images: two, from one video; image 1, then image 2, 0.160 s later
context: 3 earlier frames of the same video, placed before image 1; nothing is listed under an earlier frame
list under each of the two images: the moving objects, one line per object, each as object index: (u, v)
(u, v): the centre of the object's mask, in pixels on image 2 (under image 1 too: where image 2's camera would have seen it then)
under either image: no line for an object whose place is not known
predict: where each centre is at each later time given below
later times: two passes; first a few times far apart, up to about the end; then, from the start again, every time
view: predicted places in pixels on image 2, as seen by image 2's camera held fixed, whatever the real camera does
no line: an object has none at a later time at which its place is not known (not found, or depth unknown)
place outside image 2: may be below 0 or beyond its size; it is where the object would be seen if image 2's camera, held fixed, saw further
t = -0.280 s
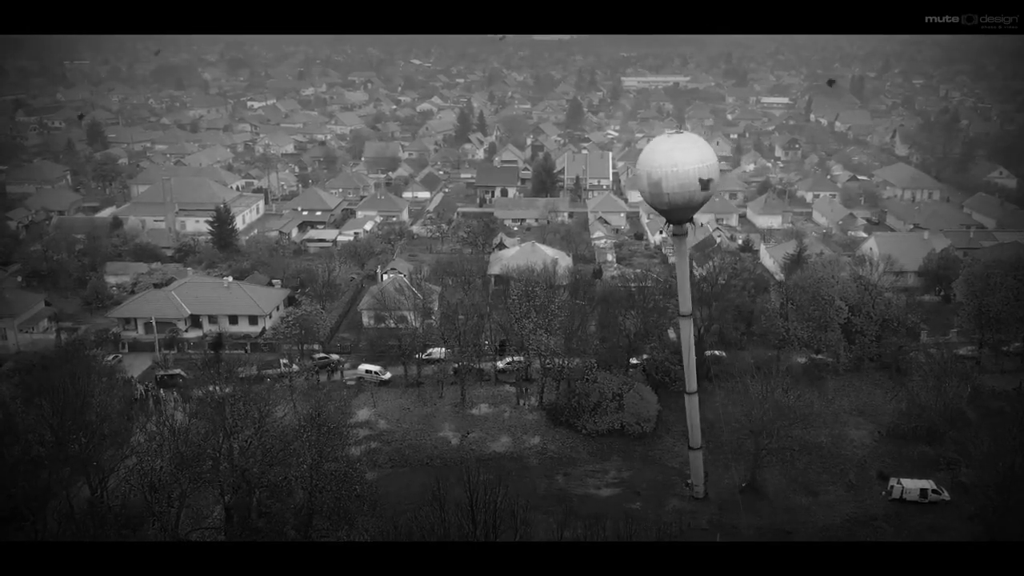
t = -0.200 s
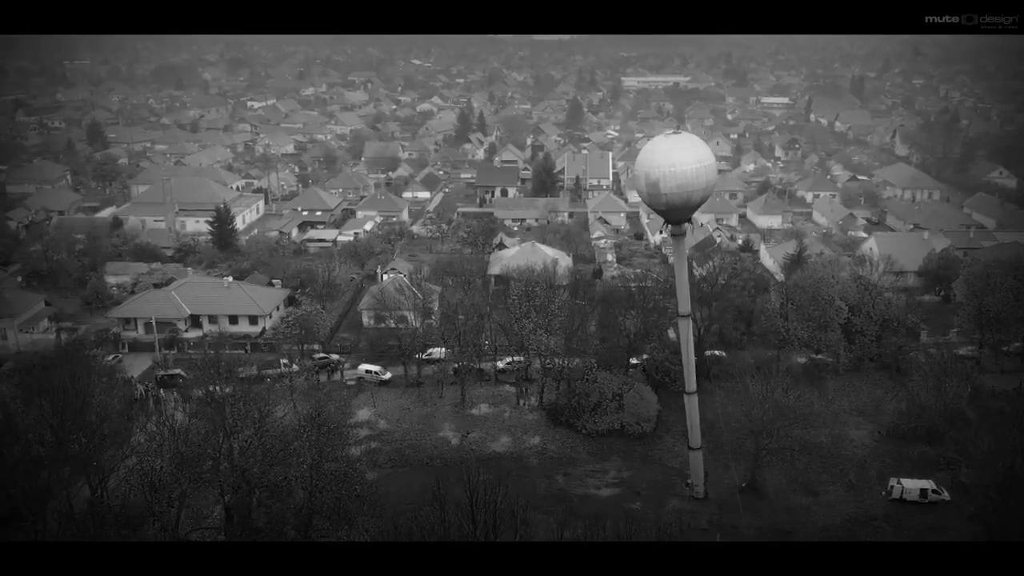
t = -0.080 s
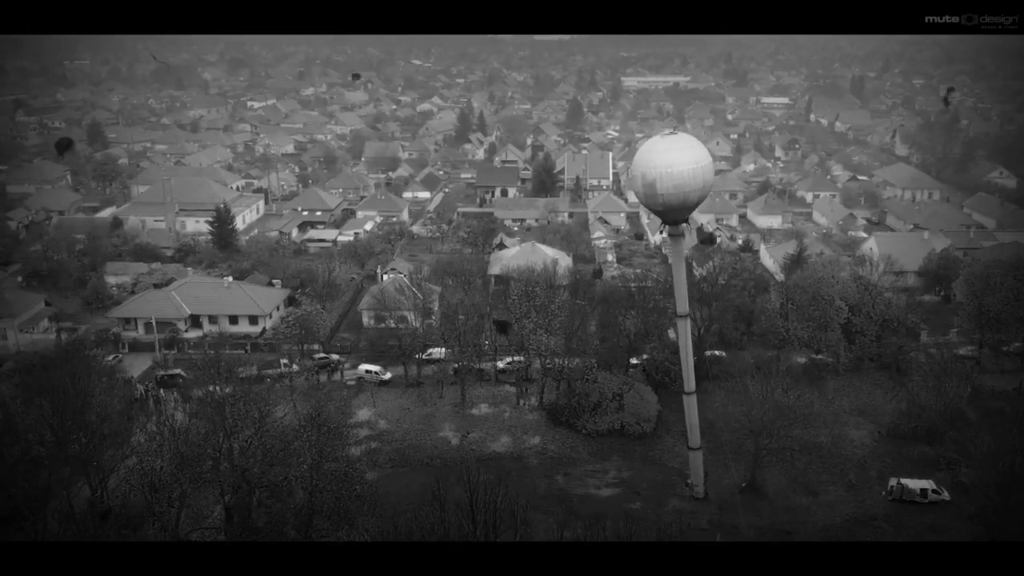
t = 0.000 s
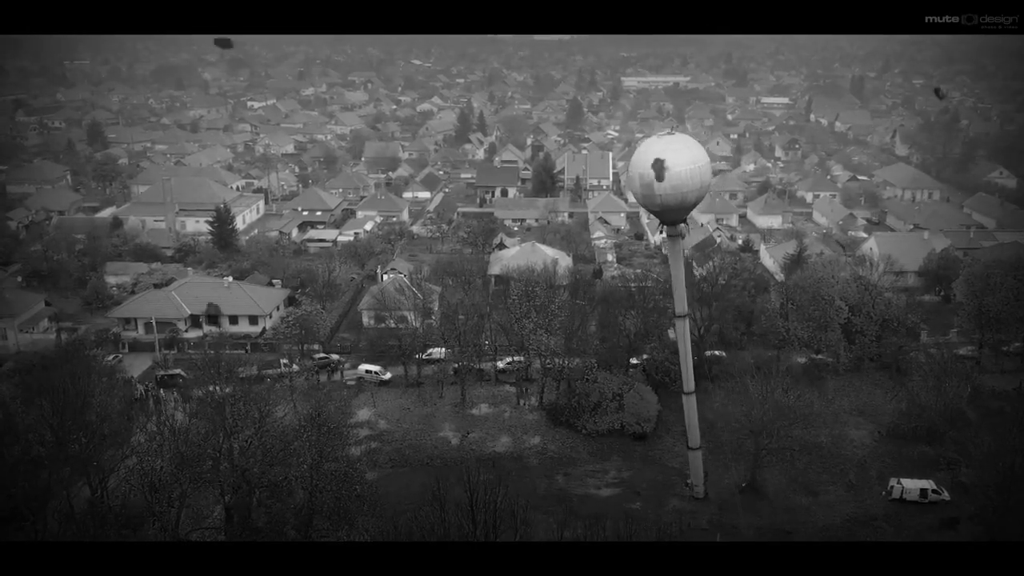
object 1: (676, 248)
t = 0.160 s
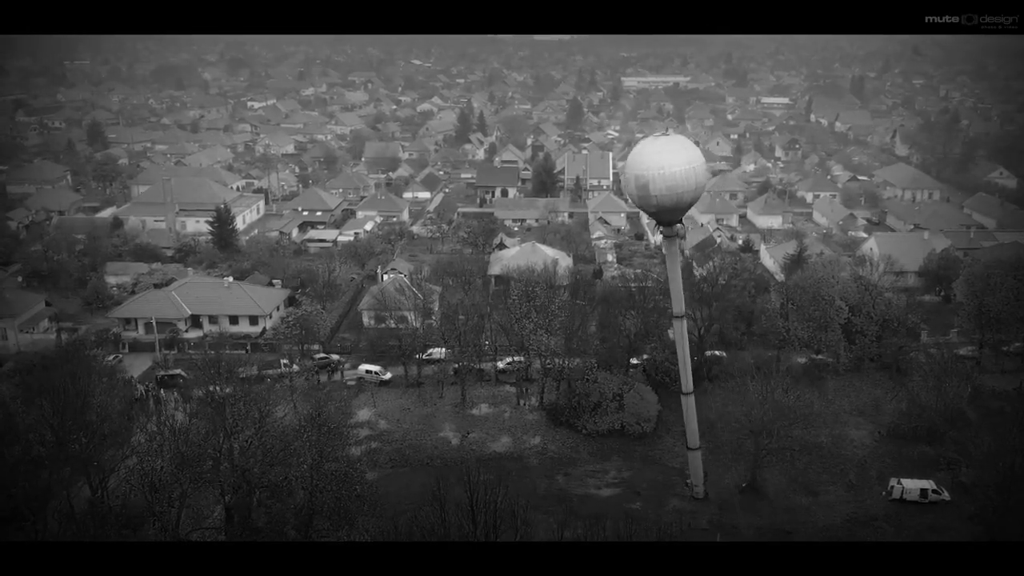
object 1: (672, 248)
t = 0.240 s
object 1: (670, 249)
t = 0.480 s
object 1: (664, 250)
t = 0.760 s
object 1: (655, 251)
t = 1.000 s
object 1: (647, 253)
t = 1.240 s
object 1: (637, 256)
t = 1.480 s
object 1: (627, 260)
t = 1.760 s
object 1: (612, 265)
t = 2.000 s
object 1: (598, 272)
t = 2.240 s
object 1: (583, 279)
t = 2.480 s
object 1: (567, 288)
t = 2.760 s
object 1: (545, 302)
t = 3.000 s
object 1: (526, 318)
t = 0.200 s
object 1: (671, 248)
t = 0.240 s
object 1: (670, 249)
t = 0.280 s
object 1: (669, 249)
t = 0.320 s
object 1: (668, 249)
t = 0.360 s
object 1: (667, 250)
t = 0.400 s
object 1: (666, 250)
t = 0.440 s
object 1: (665, 249)
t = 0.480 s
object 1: (664, 250)
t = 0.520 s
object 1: (663, 250)
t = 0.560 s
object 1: (662, 251)
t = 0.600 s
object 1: (660, 251)
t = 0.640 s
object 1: (659, 251)
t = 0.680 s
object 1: (658, 251)
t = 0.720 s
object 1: (657, 251)
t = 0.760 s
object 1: (655, 251)
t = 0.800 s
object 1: (654, 251)
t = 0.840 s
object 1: (653, 252)
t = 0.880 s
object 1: (651, 253)
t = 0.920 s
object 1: (650, 253)
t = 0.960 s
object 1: (648, 253)
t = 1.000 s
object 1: (647, 253)
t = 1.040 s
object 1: (645, 253)
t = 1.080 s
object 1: (644, 254)
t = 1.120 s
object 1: (642, 254)
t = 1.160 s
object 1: (640, 254)
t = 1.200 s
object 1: (639, 255)
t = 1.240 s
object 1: (637, 256)
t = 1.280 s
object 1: (635, 256)
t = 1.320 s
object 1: (634, 258)
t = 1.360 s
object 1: (632, 258)
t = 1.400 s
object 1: (630, 258)
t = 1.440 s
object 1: (629, 260)
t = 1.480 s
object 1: (627, 260)
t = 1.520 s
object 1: (624, 260)
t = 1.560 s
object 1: (622, 261)
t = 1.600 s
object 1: (620, 261)
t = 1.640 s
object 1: (618, 262)
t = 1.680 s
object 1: (616, 263)
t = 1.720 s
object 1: (614, 264)
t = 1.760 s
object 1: (612, 265)
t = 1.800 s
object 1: (610, 267)
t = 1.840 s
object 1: (608, 267)
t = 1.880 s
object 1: (605, 268)
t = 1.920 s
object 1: (603, 270)
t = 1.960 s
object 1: (600, 269)
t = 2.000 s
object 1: (598, 272)
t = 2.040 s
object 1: (596, 273)
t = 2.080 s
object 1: (593, 274)
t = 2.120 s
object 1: (591, 275)
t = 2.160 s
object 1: (588, 276)
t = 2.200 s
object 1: (586, 277)
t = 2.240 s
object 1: (583, 279)
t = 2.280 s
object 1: (579, 279)
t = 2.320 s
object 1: (577, 281)
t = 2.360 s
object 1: (575, 283)
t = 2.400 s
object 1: (573, 285)
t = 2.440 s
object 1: (568, 285)
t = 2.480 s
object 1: (567, 288)
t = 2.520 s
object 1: (563, 290)
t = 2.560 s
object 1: (561, 292)
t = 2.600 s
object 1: (557, 293)
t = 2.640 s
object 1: (554, 294)
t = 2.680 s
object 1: (551, 297)
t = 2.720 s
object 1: (548, 300)
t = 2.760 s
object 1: (545, 302)
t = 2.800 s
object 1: (541, 304)
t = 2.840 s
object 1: (539, 307)
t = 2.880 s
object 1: (536, 310)
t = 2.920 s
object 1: (532, 312)
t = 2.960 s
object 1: (529, 315)
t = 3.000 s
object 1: (526, 318)
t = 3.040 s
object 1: (523, 321)
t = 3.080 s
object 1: (520, 324)
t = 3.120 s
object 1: (517, 328)
